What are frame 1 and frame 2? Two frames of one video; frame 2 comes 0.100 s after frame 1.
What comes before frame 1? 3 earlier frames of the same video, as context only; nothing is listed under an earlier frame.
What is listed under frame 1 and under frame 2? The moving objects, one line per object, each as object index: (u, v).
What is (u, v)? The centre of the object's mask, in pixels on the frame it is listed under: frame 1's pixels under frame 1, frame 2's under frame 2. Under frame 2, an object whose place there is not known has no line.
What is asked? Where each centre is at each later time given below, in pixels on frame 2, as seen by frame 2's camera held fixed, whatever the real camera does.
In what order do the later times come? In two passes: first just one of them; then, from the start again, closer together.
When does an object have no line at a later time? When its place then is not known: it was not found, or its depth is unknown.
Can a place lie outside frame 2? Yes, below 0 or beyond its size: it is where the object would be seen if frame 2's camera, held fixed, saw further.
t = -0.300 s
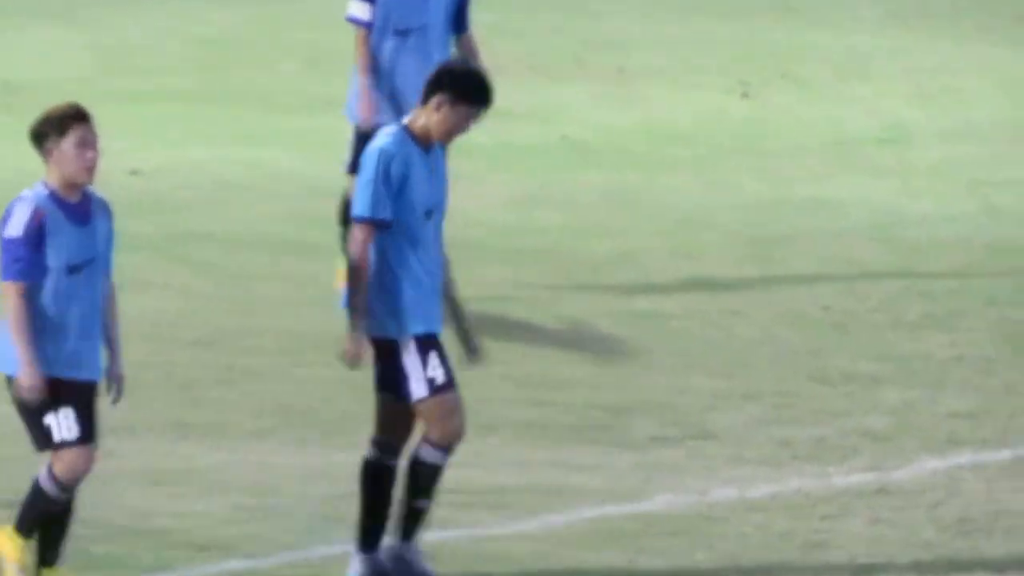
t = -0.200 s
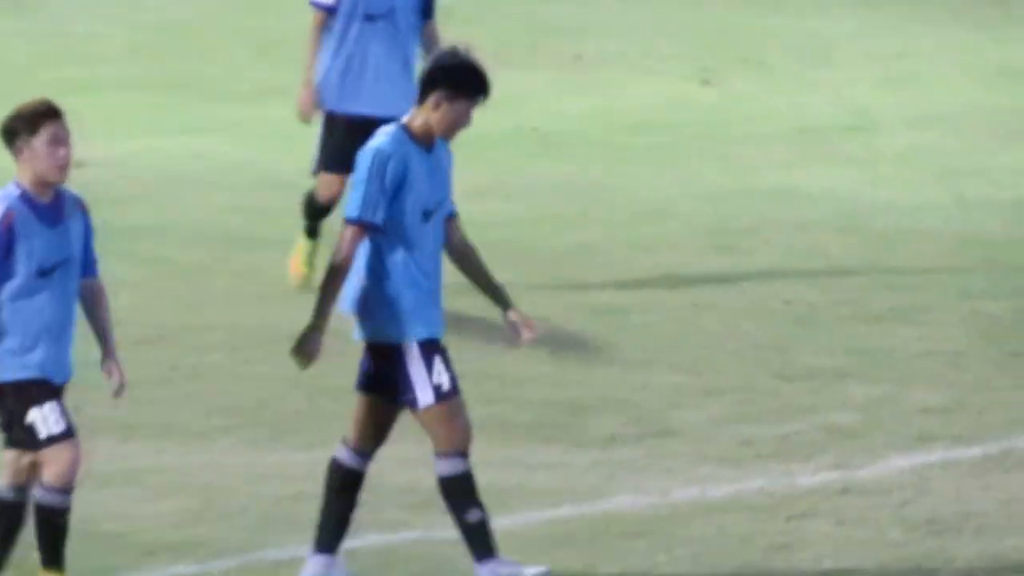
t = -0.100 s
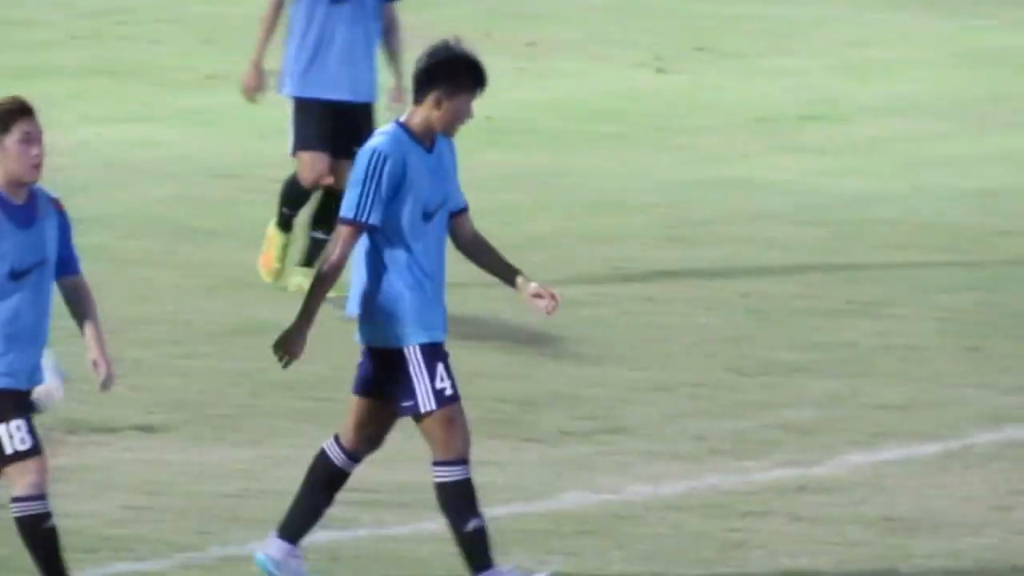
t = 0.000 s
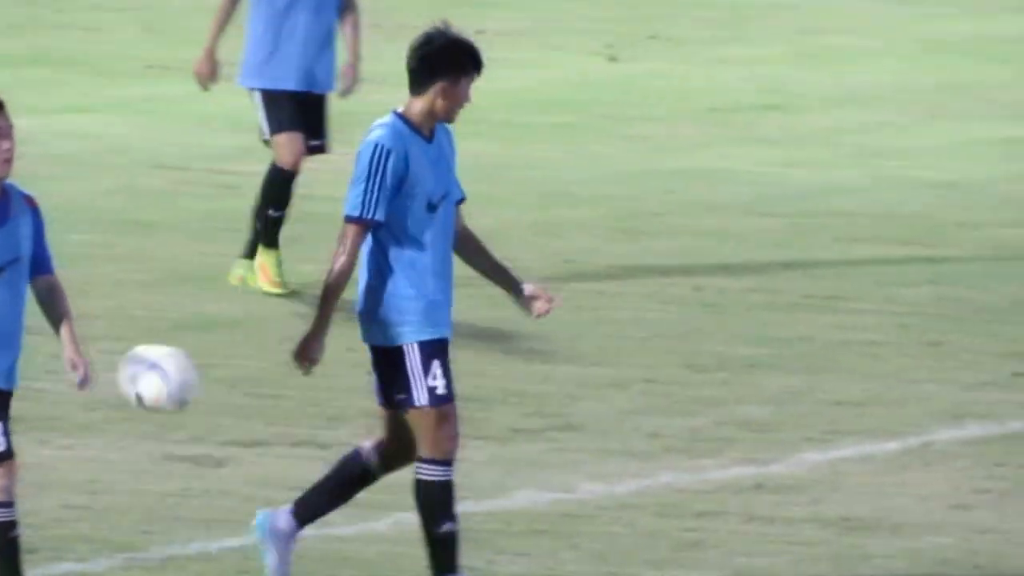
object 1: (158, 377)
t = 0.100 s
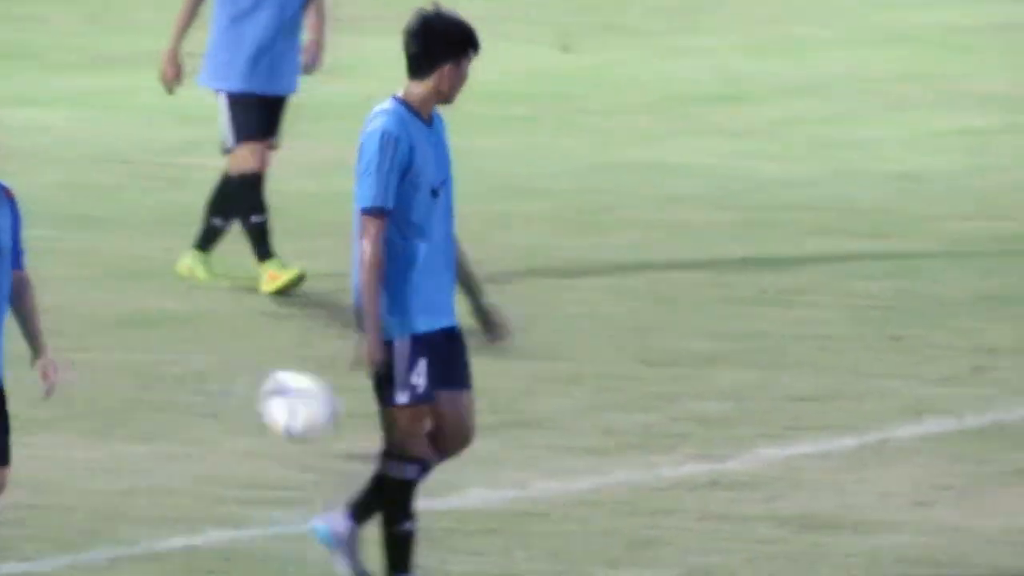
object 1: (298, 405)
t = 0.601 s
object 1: (1256, 491)
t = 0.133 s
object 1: (355, 421)
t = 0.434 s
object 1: (930, 479)
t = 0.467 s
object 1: (995, 490)
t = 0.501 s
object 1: (1059, 486)
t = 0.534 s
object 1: (1124, 483)
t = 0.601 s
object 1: (1256, 491)
